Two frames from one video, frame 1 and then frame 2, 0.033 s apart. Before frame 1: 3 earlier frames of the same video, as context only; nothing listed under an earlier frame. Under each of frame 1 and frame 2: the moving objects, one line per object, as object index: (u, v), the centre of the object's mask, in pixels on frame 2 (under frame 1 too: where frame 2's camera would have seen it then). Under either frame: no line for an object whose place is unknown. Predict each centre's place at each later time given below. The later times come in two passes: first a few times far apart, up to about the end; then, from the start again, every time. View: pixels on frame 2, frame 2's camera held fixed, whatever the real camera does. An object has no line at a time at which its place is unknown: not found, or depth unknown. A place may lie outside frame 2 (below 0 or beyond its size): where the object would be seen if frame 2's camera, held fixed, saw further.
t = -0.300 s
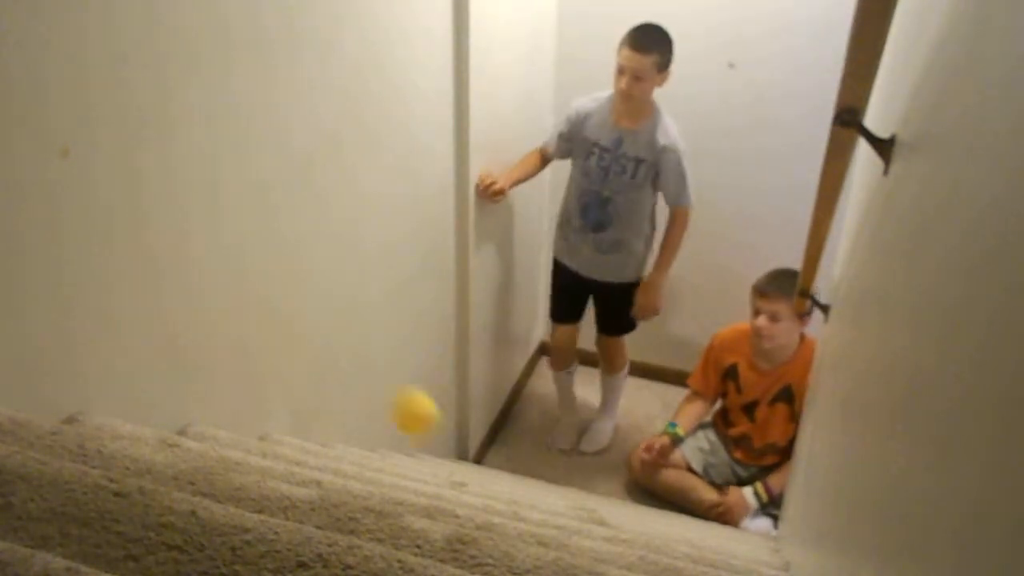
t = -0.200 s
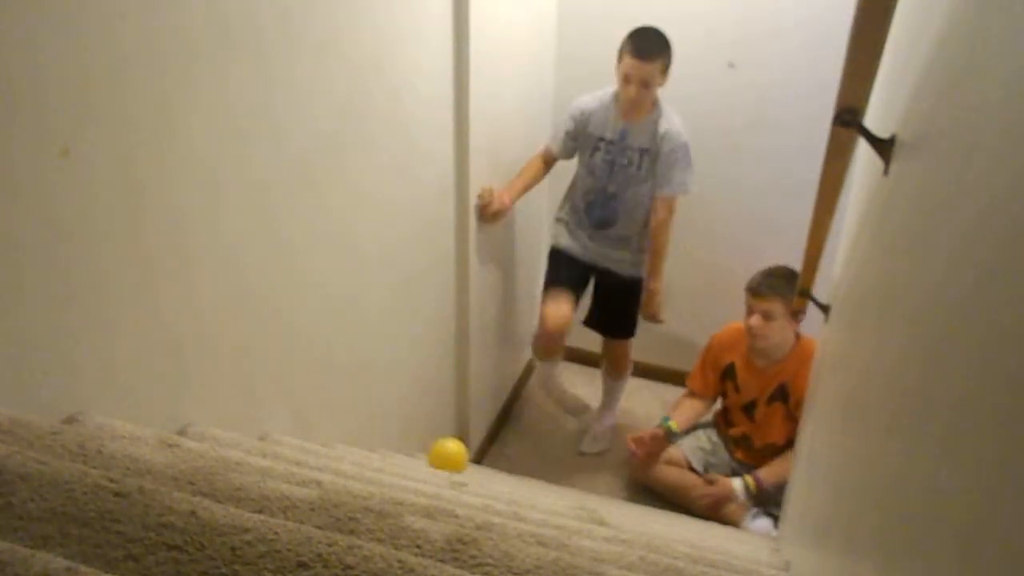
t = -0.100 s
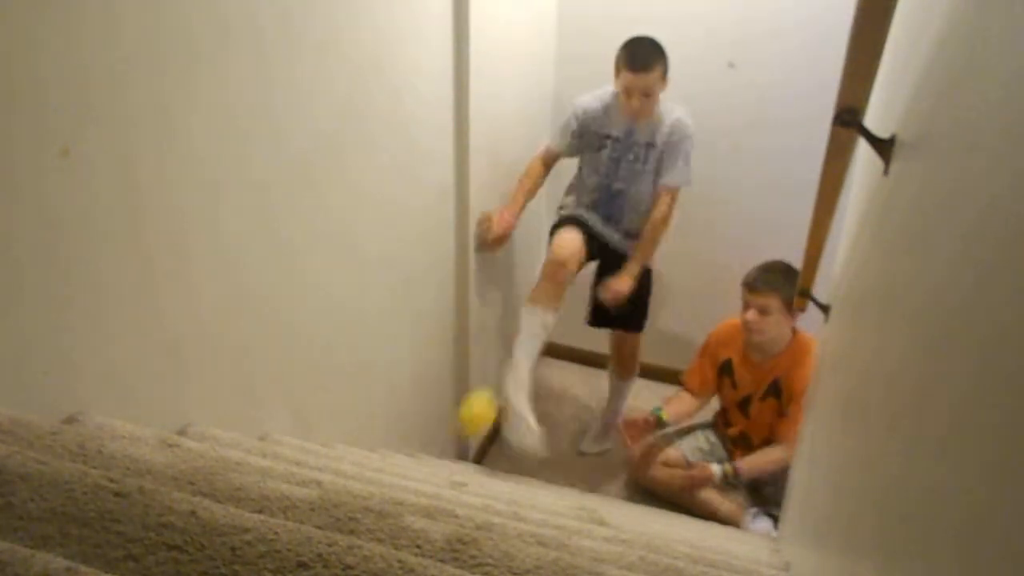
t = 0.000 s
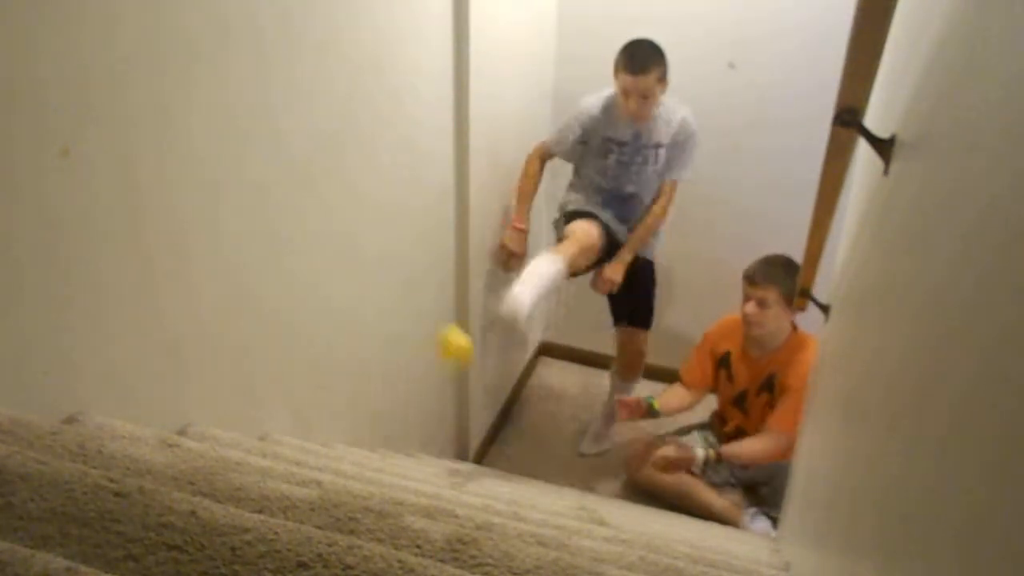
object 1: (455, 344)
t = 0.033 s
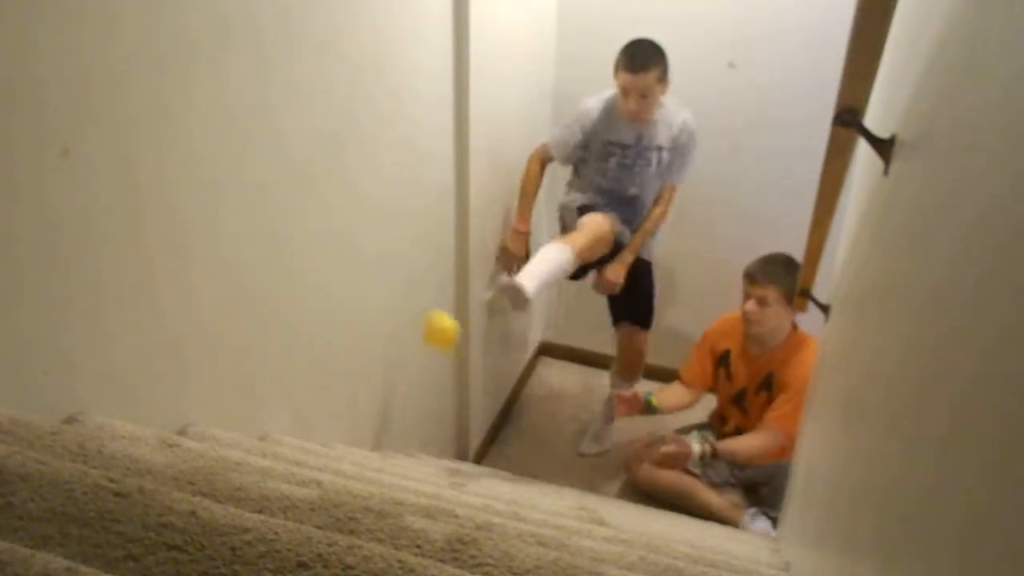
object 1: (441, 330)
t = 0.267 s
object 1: (422, 331)
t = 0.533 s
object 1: (453, 411)
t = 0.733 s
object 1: (487, 388)
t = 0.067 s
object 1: (429, 318)
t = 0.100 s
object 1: (416, 309)
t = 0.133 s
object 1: (415, 307)
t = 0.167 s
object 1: (417, 308)
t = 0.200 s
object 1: (418, 312)
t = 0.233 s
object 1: (420, 319)
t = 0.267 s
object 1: (422, 331)
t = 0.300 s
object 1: (426, 346)
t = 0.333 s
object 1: (429, 366)
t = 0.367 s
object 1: (432, 389)
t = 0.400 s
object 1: (435, 414)
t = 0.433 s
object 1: (436, 447)
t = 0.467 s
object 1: (440, 449)
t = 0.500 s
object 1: (447, 427)
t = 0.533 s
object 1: (453, 411)
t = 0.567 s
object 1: (458, 399)
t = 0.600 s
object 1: (464, 389)
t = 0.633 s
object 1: (470, 384)
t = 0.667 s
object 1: (476, 383)
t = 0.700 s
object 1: (482, 384)
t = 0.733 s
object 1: (487, 388)
